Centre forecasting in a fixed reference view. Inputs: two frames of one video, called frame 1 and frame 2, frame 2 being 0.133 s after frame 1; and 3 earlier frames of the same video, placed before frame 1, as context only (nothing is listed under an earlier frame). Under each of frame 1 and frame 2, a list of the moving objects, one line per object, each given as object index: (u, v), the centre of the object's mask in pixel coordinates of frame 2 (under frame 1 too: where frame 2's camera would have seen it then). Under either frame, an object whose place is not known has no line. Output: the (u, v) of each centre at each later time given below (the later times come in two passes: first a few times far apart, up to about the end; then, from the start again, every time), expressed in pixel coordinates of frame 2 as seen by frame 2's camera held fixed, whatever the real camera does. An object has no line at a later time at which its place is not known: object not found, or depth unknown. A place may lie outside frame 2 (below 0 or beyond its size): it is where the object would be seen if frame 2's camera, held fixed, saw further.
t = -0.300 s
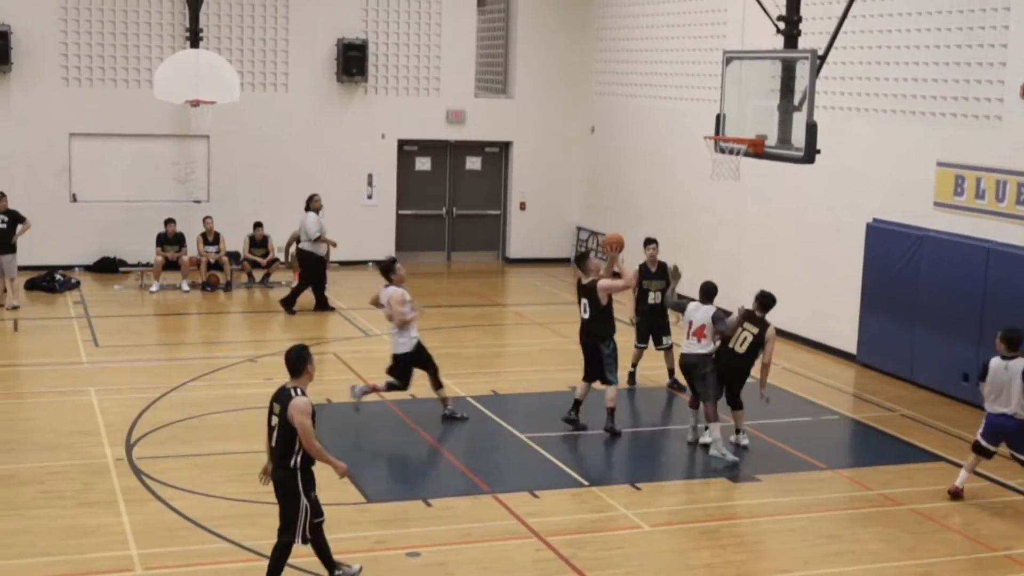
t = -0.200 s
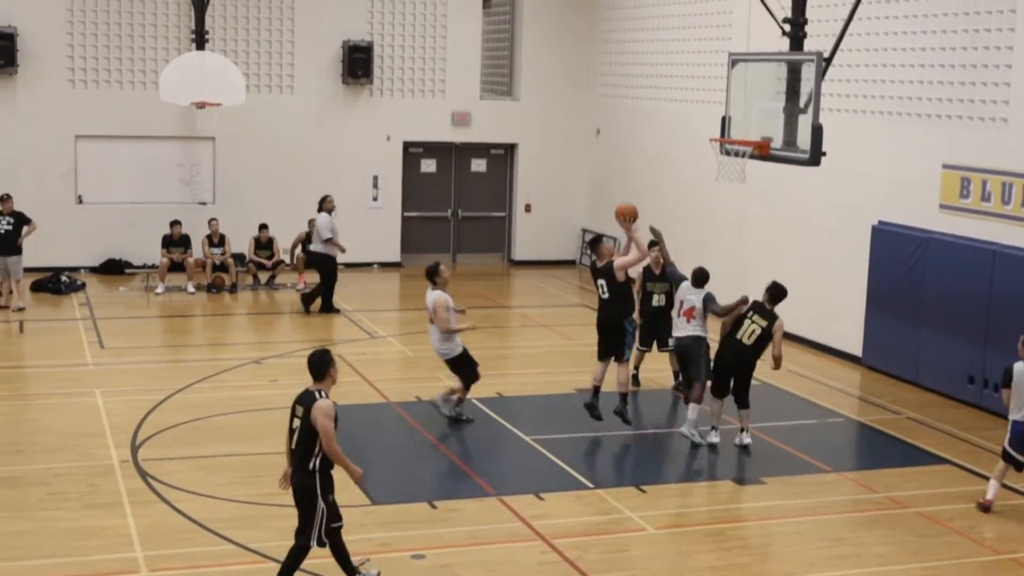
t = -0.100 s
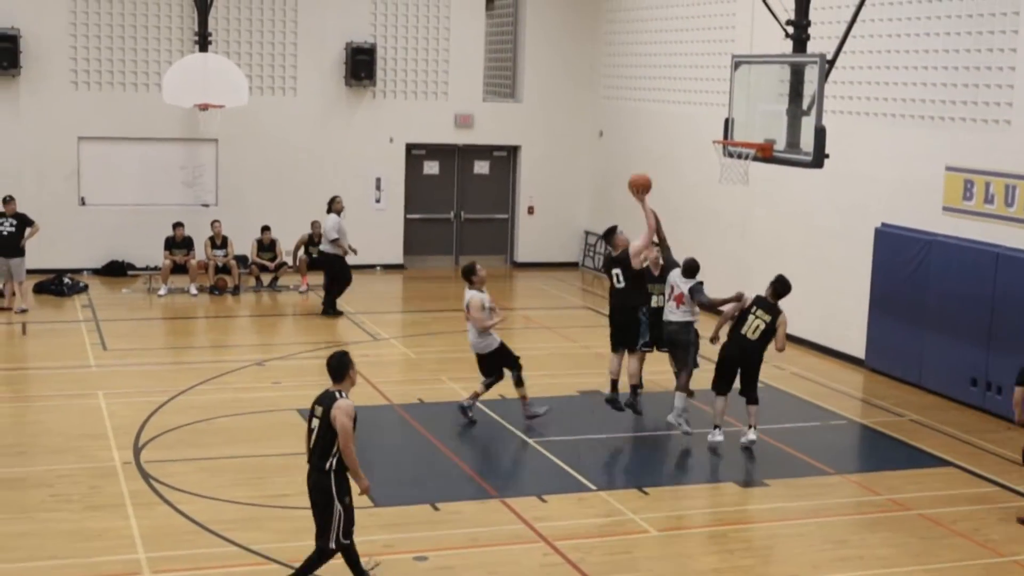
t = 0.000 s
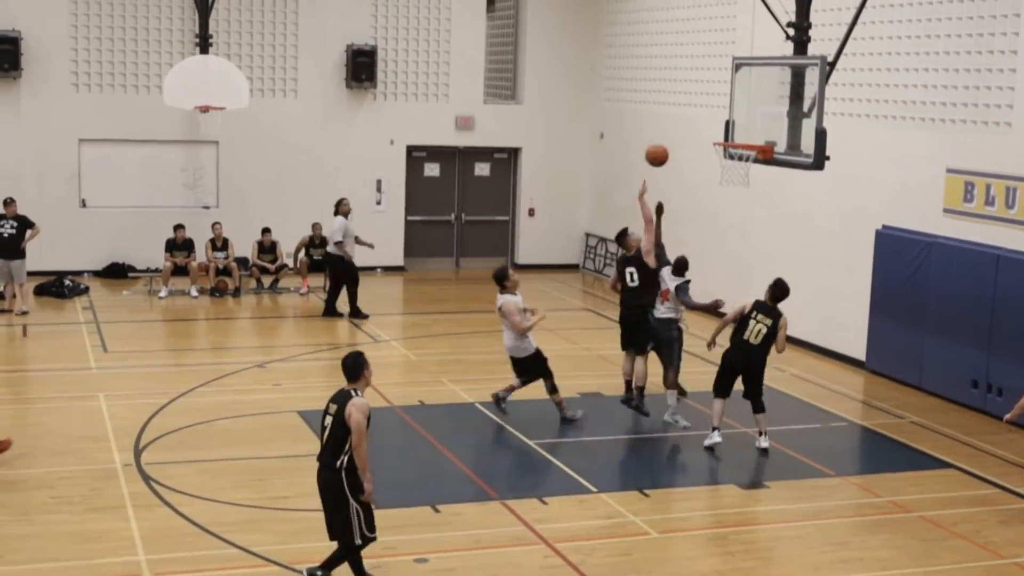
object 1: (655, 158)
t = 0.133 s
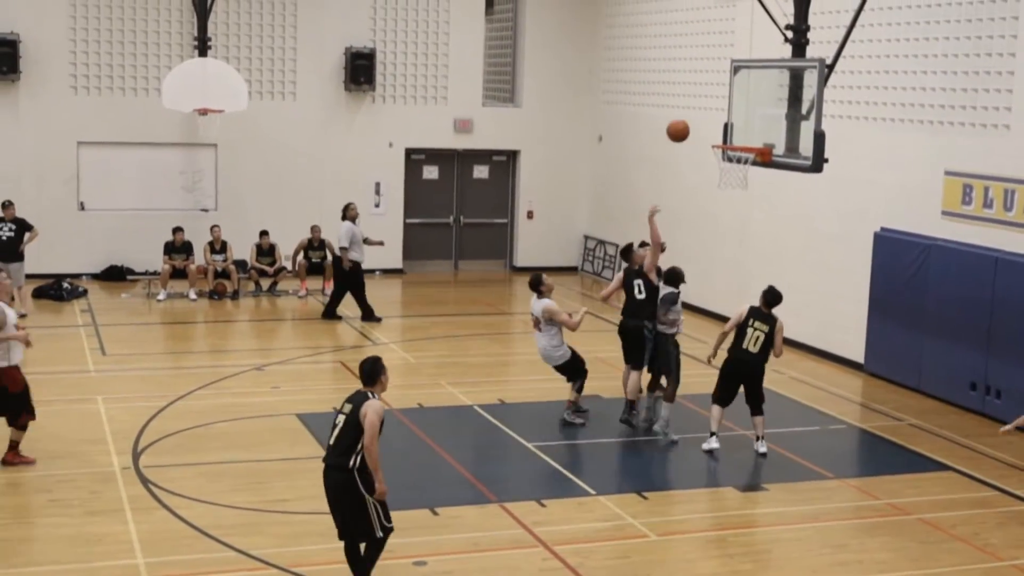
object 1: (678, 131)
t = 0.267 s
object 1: (700, 121)
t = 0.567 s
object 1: (743, 161)
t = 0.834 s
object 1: (750, 211)
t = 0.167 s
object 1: (683, 127)
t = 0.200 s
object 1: (689, 124)
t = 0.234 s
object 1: (694, 122)
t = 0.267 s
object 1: (700, 121)
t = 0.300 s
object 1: (705, 121)
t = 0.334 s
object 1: (710, 122)
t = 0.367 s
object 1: (715, 125)
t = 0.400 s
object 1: (720, 128)
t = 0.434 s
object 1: (725, 133)
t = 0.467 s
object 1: (730, 137)
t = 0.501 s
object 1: (735, 140)
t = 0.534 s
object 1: (737, 153)
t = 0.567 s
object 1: (743, 161)
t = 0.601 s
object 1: (747, 167)
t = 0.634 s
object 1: (749, 170)
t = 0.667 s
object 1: (749, 176)
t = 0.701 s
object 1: (749, 181)
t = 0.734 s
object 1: (749, 187)
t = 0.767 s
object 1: (749, 194)
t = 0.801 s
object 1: (750, 201)
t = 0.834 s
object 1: (750, 211)
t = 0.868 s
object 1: (750, 220)
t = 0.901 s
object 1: (750, 231)
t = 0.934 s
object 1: (750, 243)
